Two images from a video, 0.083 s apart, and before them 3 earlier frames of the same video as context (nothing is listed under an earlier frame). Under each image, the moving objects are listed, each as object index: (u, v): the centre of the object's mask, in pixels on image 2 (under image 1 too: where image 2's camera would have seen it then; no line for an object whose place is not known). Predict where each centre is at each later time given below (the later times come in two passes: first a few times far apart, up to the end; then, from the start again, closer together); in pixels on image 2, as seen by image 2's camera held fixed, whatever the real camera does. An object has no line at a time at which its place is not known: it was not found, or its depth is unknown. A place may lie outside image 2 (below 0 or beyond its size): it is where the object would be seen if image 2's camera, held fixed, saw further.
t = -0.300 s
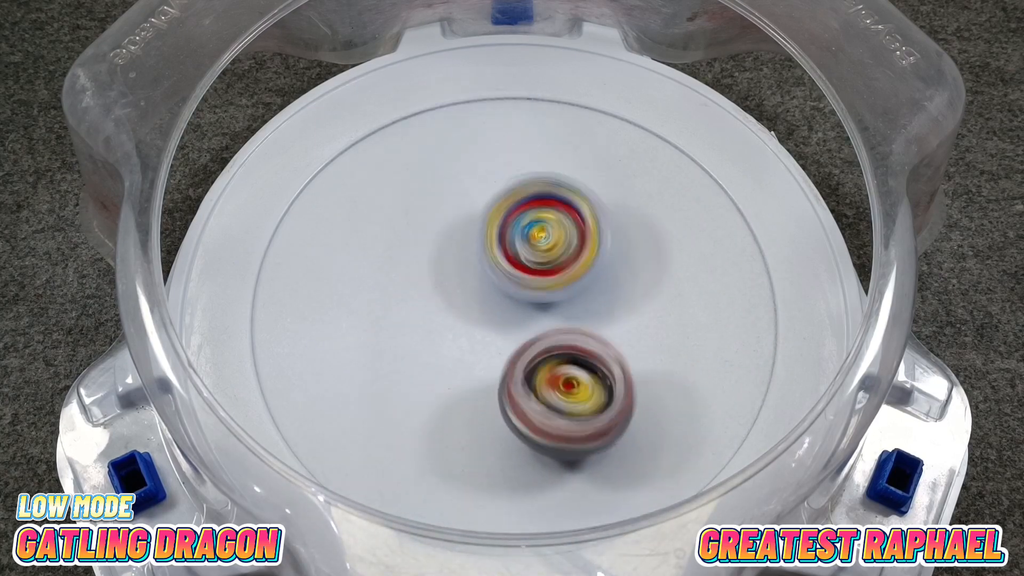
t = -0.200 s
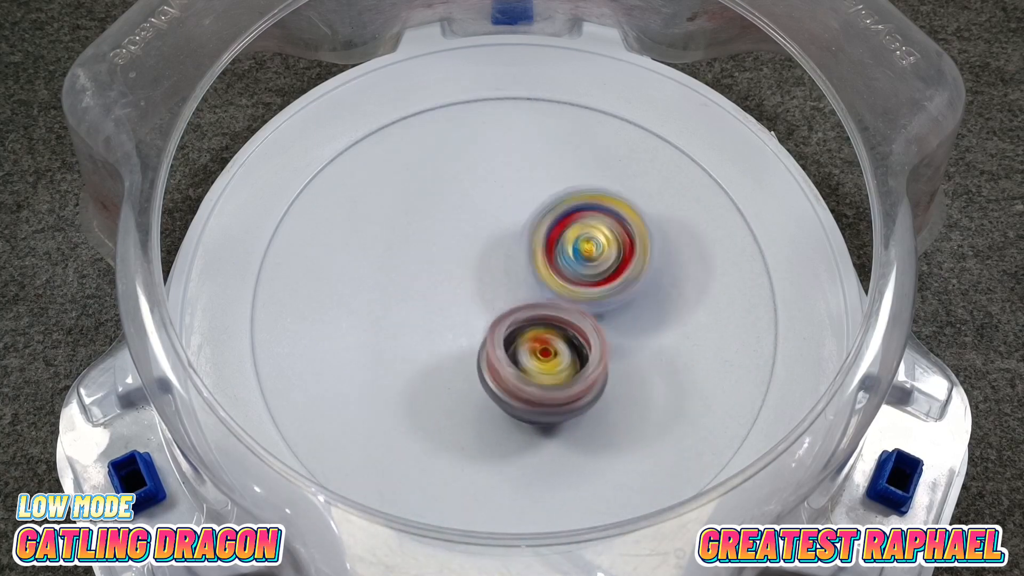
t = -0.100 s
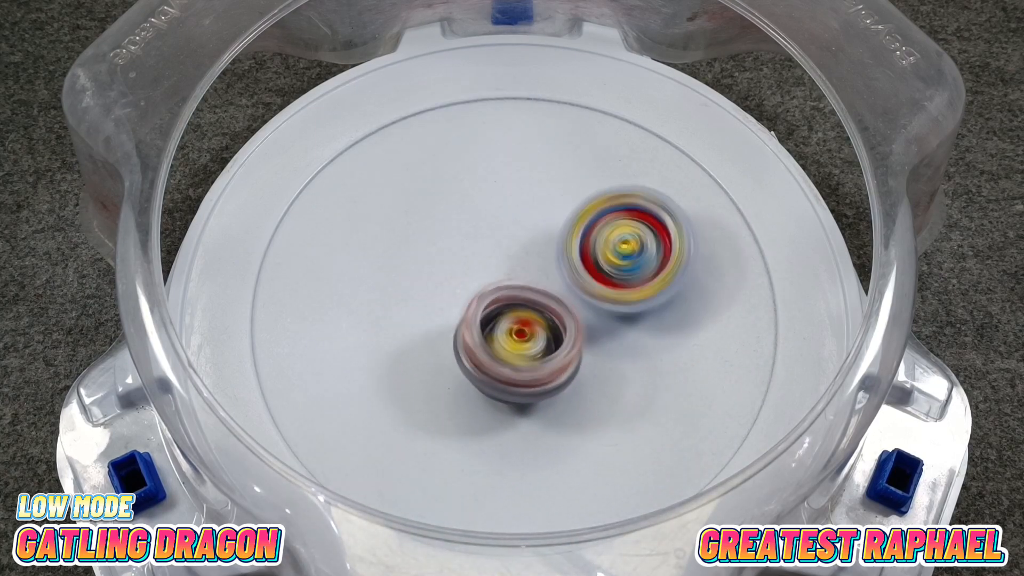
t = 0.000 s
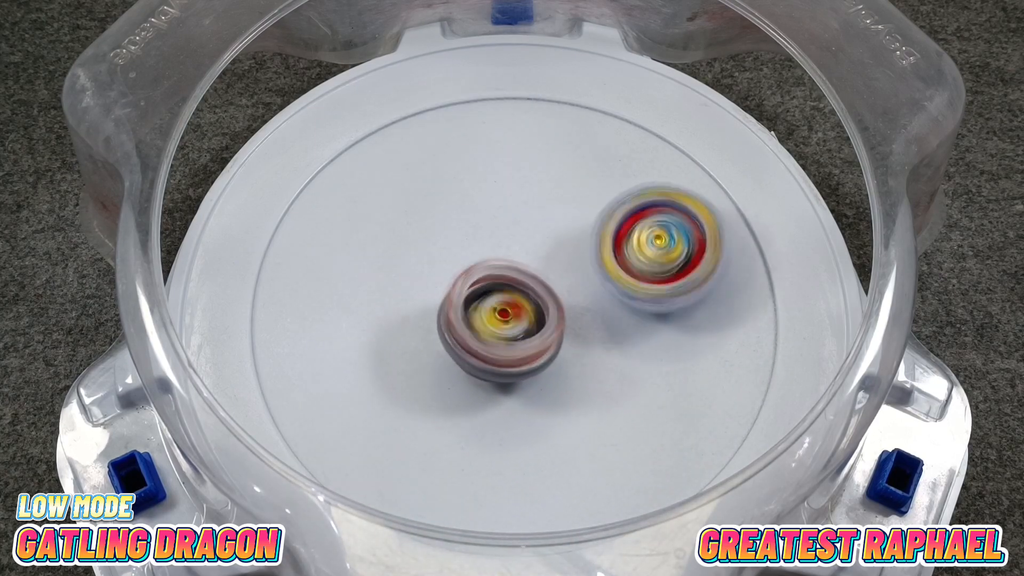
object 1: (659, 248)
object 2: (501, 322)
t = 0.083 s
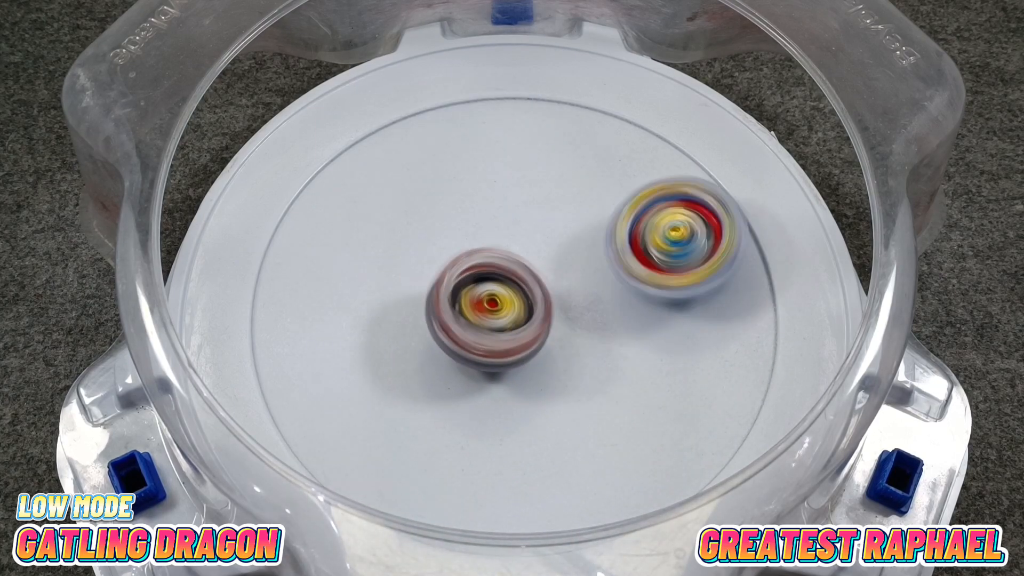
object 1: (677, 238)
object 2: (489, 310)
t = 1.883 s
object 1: (415, 302)
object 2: (567, 292)
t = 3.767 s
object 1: (607, 405)
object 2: (480, 256)
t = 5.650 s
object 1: (558, 349)
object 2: (454, 260)
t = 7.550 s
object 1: (472, 287)
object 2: (383, 161)
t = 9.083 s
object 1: (548, 315)
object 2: (362, 408)
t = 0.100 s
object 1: (680, 236)
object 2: (487, 307)
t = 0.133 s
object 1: (679, 234)
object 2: (483, 304)
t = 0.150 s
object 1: (677, 236)
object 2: (481, 302)
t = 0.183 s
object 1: (672, 236)
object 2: (478, 298)
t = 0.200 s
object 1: (667, 234)
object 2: (478, 296)
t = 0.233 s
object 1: (655, 238)
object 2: (476, 293)
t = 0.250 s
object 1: (651, 240)
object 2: (475, 292)
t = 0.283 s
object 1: (638, 246)
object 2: (474, 289)
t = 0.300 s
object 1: (629, 252)
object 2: (474, 288)
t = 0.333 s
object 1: (618, 263)
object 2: (474, 285)
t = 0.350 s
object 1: (611, 266)
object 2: (473, 284)
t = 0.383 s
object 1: (607, 279)
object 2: (465, 280)
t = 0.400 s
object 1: (619, 286)
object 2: (445, 276)
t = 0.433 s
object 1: (633, 300)
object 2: (409, 266)
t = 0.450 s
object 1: (639, 305)
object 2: (396, 261)
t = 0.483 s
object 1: (651, 315)
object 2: (375, 255)
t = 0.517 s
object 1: (663, 321)
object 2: (364, 251)
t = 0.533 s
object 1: (667, 324)
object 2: (361, 251)
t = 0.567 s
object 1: (679, 334)
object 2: (359, 252)
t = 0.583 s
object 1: (685, 336)
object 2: (360, 255)
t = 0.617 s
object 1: (693, 341)
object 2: (363, 258)
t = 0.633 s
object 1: (701, 345)
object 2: (366, 260)
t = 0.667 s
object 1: (708, 349)
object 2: (370, 263)
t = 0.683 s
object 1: (712, 351)
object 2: (374, 265)
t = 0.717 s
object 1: (715, 352)
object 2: (382, 269)
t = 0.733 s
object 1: (713, 352)
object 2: (386, 271)
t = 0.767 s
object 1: (712, 353)
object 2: (396, 274)
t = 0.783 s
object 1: (710, 349)
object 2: (402, 276)
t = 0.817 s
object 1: (703, 348)
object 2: (414, 279)
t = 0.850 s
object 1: (689, 349)
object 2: (427, 281)
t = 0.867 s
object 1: (682, 346)
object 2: (433, 283)
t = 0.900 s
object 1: (664, 345)
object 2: (445, 284)
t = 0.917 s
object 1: (654, 346)
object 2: (451, 284)
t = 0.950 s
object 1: (638, 346)
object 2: (461, 285)
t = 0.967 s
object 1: (632, 346)
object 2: (467, 285)
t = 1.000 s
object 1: (611, 348)
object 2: (477, 285)
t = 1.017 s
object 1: (603, 351)
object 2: (481, 285)
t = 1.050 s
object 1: (600, 362)
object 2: (479, 269)
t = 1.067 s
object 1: (596, 371)
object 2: (475, 259)
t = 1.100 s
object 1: (590, 384)
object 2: (470, 241)
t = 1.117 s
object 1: (586, 388)
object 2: (470, 233)
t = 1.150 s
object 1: (578, 399)
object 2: (471, 225)
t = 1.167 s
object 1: (576, 402)
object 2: (474, 222)
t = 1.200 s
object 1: (570, 411)
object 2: (479, 221)
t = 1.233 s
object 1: (565, 421)
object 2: (484, 222)
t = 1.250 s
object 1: (562, 421)
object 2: (487, 222)
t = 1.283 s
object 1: (555, 428)
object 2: (492, 222)
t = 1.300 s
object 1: (554, 430)
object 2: (494, 224)
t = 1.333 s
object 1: (547, 431)
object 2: (500, 226)
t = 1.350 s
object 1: (544, 433)
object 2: (501, 226)
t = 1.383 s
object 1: (537, 431)
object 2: (506, 229)
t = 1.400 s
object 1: (533, 431)
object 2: (510, 229)
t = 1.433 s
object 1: (528, 426)
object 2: (514, 231)
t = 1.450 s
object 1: (524, 423)
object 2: (518, 233)
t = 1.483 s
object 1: (515, 415)
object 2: (523, 236)
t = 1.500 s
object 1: (513, 411)
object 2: (525, 238)
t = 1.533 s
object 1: (501, 401)
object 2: (530, 242)
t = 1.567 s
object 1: (492, 392)
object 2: (535, 245)
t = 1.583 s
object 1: (487, 387)
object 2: (537, 246)
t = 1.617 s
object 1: (478, 378)
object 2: (542, 251)
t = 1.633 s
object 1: (474, 374)
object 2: (545, 253)
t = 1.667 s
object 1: (463, 364)
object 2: (550, 257)
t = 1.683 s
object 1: (460, 359)
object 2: (552, 260)
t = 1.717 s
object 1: (452, 349)
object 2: (556, 265)
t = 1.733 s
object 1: (449, 345)
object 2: (557, 266)
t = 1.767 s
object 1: (441, 334)
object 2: (561, 274)
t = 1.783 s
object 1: (438, 331)
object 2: (563, 276)
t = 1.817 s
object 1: (430, 320)
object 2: (564, 280)
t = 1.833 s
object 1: (426, 318)
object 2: (566, 284)
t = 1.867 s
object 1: (421, 306)
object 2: (567, 289)
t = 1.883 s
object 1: (415, 302)
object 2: (567, 292)
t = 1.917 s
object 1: (411, 292)
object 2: (569, 296)
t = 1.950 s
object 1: (403, 281)
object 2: (570, 301)
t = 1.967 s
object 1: (402, 278)
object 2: (569, 302)
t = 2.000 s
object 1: (395, 268)
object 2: (570, 308)
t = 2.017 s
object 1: (392, 266)
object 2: (571, 310)
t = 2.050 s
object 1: (390, 256)
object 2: (569, 312)
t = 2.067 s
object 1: (385, 253)
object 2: (568, 314)
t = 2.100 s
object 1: (387, 246)
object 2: (567, 318)
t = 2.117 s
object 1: (383, 242)
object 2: (566, 321)
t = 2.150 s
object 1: (385, 239)
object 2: (564, 322)
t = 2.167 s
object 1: (385, 236)
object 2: (562, 322)
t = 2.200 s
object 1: (389, 234)
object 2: (559, 327)
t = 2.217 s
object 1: (390, 231)
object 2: (558, 329)
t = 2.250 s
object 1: (395, 232)
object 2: (554, 331)
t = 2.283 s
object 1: (405, 229)
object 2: (548, 332)
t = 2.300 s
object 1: (409, 229)
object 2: (547, 334)
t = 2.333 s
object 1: (424, 227)
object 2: (543, 337)
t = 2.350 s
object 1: (428, 226)
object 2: (540, 337)
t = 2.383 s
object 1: (443, 223)
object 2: (535, 336)
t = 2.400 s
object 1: (447, 222)
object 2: (532, 337)
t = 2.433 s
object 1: (461, 221)
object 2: (527, 337)
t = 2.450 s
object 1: (467, 220)
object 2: (525, 336)
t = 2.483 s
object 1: (478, 218)
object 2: (518, 334)
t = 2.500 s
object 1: (484, 216)
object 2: (516, 334)
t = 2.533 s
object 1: (497, 215)
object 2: (512, 333)
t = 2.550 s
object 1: (502, 213)
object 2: (508, 332)
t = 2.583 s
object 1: (516, 211)
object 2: (503, 330)
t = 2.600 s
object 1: (520, 210)
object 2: (500, 329)
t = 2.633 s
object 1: (532, 209)
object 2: (496, 328)
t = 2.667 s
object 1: (546, 209)
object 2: (491, 323)
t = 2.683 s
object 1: (548, 207)
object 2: (489, 321)
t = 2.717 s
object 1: (561, 206)
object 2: (484, 319)
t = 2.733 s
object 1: (566, 206)
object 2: (485, 316)
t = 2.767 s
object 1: (578, 206)
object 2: (480, 311)
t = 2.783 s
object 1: (583, 204)
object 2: (479, 310)
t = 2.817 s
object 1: (592, 206)
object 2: (477, 307)
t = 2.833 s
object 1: (598, 203)
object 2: (475, 303)
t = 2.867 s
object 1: (607, 205)
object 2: (474, 298)
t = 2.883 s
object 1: (612, 203)
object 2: (473, 296)
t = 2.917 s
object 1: (617, 206)
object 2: (472, 291)
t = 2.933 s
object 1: (621, 205)
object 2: (473, 288)
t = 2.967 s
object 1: (625, 207)
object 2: (472, 284)
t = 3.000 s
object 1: (632, 210)
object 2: (473, 281)
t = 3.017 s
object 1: (629, 214)
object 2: (474, 278)
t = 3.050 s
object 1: (631, 217)
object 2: (475, 275)
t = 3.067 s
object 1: (628, 219)
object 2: (475, 275)
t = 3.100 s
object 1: (629, 226)
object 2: (476, 270)
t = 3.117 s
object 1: (625, 232)
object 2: (477, 268)
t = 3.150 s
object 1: (625, 241)
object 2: (479, 264)
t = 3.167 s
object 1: (621, 247)
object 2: (480, 262)
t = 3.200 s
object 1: (620, 258)
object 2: (485, 259)
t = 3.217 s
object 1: (618, 264)
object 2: (486, 255)
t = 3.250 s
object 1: (636, 281)
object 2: (463, 244)
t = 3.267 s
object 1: (641, 288)
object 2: (456, 237)
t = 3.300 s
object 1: (648, 297)
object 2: (445, 231)
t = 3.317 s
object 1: (648, 300)
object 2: (441, 229)
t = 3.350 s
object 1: (655, 307)
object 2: (438, 225)
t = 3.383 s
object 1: (659, 317)
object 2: (436, 225)
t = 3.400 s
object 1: (659, 321)
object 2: (435, 224)
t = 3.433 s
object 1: (664, 330)
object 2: (435, 225)
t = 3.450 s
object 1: (664, 335)
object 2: (435, 226)
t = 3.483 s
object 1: (664, 344)
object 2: (436, 228)
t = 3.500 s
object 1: (665, 349)
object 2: (438, 229)
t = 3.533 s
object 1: (661, 360)
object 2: (439, 233)
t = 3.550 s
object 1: (661, 363)
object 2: (442, 234)
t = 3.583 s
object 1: (656, 373)
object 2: (446, 237)
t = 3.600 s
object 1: (653, 376)
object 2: (449, 239)
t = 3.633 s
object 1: (649, 385)
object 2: (454, 241)
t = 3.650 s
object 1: (644, 388)
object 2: (458, 244)
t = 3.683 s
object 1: (637, 394)
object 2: (464, 247)
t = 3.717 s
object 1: (624, 399)
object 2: (470, 251)
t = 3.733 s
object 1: (621, 401)
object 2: (474, 253)
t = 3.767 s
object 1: (607, 405)
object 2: (480, 256)
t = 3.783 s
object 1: (603, 406)
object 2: (485, 259)
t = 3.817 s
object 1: (591, 408)
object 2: (492, 262)
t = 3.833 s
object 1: (583, 408)
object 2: (495, 263)
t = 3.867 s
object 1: (574, 407)
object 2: (504, 266)
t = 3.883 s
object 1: (567, 406)
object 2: (506, 268)
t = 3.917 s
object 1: (555, 404)
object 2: (514, 270)
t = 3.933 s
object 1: (549, 401)
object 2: (517, 271)
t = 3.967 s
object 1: (540, 398)
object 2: (523, 274)
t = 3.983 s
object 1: (534, 394)
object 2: (526, 274)
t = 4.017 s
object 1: (520, 397)
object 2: (535, 268)
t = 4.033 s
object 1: (514, 396)
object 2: (538, 265)
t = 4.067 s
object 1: (504, 393)
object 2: (547, 263)
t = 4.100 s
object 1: (492, 391)
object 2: (552, 261)
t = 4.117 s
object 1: (486, 387)
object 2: (555, 264)
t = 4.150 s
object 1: (479, 383)
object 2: (557, 266)
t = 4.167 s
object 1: (474, 380)
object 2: (561, 270)
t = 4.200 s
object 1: (466, 373)
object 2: (563, 274)
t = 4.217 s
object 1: (463, 370)
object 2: (565, 277)
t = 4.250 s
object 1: (458, 363)
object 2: (568, 282)
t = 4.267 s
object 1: (456, 358)
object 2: (568, 284)
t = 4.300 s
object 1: (453, 350)
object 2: (570, 288)
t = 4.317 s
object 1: (449, 346)
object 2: (571, 291)
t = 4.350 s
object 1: (448, 336)
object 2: (573, 294)
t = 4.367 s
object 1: (446, 333)
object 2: (573, 299)
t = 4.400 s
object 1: (445, 323)
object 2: (576, 303)
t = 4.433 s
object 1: (443, 314)
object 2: (577, 308)
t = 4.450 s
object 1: (444, 309)
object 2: (578, 309)
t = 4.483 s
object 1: (445, 303)
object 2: (579, 314)
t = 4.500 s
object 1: (446, 297)
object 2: (579, 316)
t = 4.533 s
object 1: (448, 289)
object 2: (579, 321)
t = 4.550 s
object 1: (449, 284)
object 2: (579, 323)
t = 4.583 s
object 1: (455, 276)
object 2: (578, 326)
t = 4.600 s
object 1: (455, 273)
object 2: (577, 329)
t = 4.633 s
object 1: (463, 264)
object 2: (576, 331)
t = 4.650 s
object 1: (464, 262)
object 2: (573, 333)
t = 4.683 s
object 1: (469, 255)
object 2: (571, 334)
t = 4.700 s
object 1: (475, 252)
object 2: (567, 336)
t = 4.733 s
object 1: (481, 247)
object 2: (564, 336)
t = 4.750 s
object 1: (487, 243)
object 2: (561, 338)
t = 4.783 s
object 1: (494, 240)
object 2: (557, 337)
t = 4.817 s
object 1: (504, 236)
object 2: (553, 338)
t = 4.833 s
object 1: (507, 232)
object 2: (550, 337)
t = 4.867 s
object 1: (519, 230)
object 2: (543, 340)
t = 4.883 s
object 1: (522, 229)
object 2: (539, 344)
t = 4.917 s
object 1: (531, 228)
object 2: (534, 348)
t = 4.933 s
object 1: (538, 230)
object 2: (530, 349)
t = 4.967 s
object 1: (546, 231)
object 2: (525, 349)
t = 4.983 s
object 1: (550, 230)
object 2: (523, 350)
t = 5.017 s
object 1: (558, 234)
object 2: (518, 350)
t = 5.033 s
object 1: (561, 235)
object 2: (516, 351)
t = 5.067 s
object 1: (571, 240)
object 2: (511, 349)
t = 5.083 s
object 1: (574, 243)
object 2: (508, 350)
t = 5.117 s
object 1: (580, 250)
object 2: (504, 346)
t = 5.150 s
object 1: (586, 254)
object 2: (499, 342)
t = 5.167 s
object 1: (591, 256)
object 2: (499, 342)
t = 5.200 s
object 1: (595, 262)
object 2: (495, 339)
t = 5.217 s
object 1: (596, 267)
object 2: (494, 338)
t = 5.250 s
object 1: (600, 275)
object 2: (490, 334)
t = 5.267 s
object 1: (600, 280)
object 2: (488, 332)
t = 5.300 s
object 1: (602, 288)
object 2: (482, 326)
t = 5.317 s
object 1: (603, 291)
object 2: (481, 324)
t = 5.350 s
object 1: (603, 298)
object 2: (477, 319)
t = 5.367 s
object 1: (601, 303)
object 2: (474, 317)
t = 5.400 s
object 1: (599, 311)
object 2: (469, 309)
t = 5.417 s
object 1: (599, 315)
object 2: (468, 307)
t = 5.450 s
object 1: (593, 322)
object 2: (465, 300)
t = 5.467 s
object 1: (592, 323)
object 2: (465, 299)
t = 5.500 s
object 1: (589, 329)
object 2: (464, 292)
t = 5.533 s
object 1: (588, 336)
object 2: (458, 283)
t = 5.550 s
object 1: (584, 340)
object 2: (458, 278)
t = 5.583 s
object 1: (573, 345)
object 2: (456, 272)
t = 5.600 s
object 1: (572, 346)
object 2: (456, 268)
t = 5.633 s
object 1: (564, 347)
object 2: (456, 263)
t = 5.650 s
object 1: (558, 349)
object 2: (454, 260)
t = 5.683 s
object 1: (549, 349)
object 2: (456, 254)
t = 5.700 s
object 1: (548, 349)
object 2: (456, 252)
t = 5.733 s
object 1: (540, 348)
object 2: (459, 247)
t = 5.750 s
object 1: (533, 348)
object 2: (459, 245)
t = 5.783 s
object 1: (526, 345)
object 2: (464, 240)
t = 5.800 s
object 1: (524, 346)
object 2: (465, 236)
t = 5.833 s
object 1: (518, 348)
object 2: (470, 225)
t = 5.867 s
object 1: (510, 344)
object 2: (478, 215)
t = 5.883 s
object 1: (505, 341)
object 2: (481, 213)
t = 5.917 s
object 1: (502, 336)
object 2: (489, 207)
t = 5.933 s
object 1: (504, 335)
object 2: (494, 204)
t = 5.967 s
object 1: (500, 331)
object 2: (503, 199)
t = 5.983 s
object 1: (497, 327)
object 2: (507, 197)
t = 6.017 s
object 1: (495, 322)
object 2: (516, 195)
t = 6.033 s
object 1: (496, 318)
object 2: (521, 195)
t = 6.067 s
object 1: (498, 313)
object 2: (531, 195)
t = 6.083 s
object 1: (496, 311)
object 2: (536, 195)
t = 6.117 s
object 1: (496, 305)
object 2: (546, 197)
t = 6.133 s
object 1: (490, 306)
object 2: (557, 192)
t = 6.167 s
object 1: (478, 308)
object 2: (579, 183)
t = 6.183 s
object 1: (473, 309)
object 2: (588, 181)
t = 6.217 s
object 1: (472, 303)
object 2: (603, 182)
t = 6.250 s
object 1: (476, 297)
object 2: (614, 183)
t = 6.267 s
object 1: (477, 293)
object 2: (620, 183)
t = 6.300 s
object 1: (483, 288)
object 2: (630, 187)
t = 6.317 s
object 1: (487, 286)
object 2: (636, 191)
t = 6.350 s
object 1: (491, 281)
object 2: (643, 198)
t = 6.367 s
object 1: (493, 279)
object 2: (646, 200)
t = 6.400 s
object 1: (501, 275)
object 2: (653, 208)
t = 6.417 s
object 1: (504, 273)
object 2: (652, 214)
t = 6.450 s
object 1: (511, 271)
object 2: (656, 222)
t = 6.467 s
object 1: (514, 270)
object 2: (658, 228)
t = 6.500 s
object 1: (522, 267)
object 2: (653, 239)
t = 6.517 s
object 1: (526, 267)
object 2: (656, 247)
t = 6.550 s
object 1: (515, 254)
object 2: (667, 269)
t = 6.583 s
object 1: (503, 243)
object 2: (687, 293)
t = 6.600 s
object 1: (495, 240)
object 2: (696, 310)
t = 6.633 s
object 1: (486, 229)
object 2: (695, 334)
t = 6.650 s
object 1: (485, 226)
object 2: (691, 346)
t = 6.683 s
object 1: (488, 225)
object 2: (686, 371)
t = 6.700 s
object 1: (487, 228)
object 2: (684, 384)
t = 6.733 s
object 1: (482, 227)
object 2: (670, 407)
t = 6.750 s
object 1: (478, 225)
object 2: (665, 418)
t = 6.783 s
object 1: (478, 219)
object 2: (651, 435)
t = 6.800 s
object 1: (476, 218)
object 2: (641, 444)
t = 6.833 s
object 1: (476, 216)
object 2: (623, 456)
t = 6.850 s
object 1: (475, 214)
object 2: (612, 457)
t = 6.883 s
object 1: (477, 214)
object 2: (593, 465)
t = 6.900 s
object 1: (475, 213)
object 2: (583, 466)
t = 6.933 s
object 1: (477, 215)
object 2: (565, 468)
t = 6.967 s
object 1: (479, 218)
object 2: (544, 474)
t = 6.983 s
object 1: (478, 219)
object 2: (533, 467)
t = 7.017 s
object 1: (483, 221)
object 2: (513, 463)
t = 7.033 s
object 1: (485, 224)
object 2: (501, 458)
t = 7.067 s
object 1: (490, 233)
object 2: (477, 446)
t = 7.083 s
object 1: (489, 236)
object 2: (467, 439)
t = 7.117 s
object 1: (488, 240)
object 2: (445, 423)
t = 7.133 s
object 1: (489, 239)
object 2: (434, 414)
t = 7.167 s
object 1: (491, 243)
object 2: (414, 392)
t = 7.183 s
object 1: (493, 245)
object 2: (402, 381)
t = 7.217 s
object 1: (494, 254)
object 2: (388, 357)
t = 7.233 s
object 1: (493, 256)
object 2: (378, 347)
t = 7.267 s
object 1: (491, 262)
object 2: (368, 318)
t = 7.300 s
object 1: (489, 265)
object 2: (357, 297)
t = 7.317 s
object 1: (487, 266)
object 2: (354, 281)
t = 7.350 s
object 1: (489, 268)
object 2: (348, 259)
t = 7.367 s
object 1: (488, 270)
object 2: (346, 245)
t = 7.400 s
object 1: (487, 275)
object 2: (347, 225)
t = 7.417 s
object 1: (485, 277)
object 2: (350, 214)
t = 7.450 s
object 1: (481, 282)
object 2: (350, 196)
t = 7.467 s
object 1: (478, 283)
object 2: (355, 188)
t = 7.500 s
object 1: (474, 285)
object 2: (364, 177)
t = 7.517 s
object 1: (474, 285)
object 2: (370, 172)
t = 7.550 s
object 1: (472, 287)
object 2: (383, 161)
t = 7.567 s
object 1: (471, 288)
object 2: (390, 158)
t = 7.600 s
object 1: (463, 291)
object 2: (408, 145)
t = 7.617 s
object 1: (462, 291)
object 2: (418, 146)
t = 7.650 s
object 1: (453, 292)
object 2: (438, 144)
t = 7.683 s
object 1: (449, 292)
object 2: (460, 138)
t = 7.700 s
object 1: (446, 292)
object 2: (472, 137)
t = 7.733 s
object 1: (442, 294)
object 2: (496, 143)
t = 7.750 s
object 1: (438, 294)
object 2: (507, 143)
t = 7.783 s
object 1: (430, 293)
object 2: (534, 143)
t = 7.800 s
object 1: (427, 292)
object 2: (547, 146)
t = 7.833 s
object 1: (424, 293)
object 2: (571, 153)
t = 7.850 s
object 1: (421, 292)
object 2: (584, 157)
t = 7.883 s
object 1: (421, 292)
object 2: (608, 168)
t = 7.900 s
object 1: (421, 293)
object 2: (620, 172)
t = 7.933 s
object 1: (422, 292)
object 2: (643, 184)
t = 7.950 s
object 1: (424, 293)
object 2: (652, 190)
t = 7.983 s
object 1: (426, 294)
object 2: (669, 207)
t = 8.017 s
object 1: (434, 293)
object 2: (684, 221)
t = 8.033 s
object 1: (438, 294)
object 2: (691, 228)
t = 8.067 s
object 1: (445, 295)
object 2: (702, 249)
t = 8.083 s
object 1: (446, 296)
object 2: (708, 259)
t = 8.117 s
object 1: (452, 297)
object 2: (712, 283)
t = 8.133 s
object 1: (453, 297)
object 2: (715, 293)
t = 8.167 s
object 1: (460, 297)
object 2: (715, 311)
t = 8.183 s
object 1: (464, 298)
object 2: (717, 323)
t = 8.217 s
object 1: (471, 302)
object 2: (714, 345)
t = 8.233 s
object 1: (472, 303)
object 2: (707, 353)
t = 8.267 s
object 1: (475, 306)
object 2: (702, 377)
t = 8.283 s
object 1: (476, 306)
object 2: (695, 383)
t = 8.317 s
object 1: (479, 308)
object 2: (680, 400)
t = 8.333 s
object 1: (482, 308)
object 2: (673, 411)
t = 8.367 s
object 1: (487, 312)
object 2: (652, 419)
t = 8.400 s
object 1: (492, 316)
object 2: (632, 438)
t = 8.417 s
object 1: (492, 319)
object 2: (617, 436)
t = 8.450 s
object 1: (494, 322)
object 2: (594, 441)
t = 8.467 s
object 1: (494, 324)
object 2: (581, 450)
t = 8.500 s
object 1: (497, 326)
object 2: (552, 443)
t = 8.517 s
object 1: (497, 327)
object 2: (539, 443)
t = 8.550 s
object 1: (503, 324)
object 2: (509, 447)
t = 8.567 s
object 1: (511, 321)
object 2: (485, 449)
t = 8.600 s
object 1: (526, 319)
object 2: (438, 460)
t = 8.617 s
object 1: (528, 319)
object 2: (419, 463)
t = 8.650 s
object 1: (533, 312)
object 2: (382, 457)
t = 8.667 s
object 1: (537, 310)
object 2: (368, 454)
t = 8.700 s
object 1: (543, 309)
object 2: (337, 456)
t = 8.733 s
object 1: (548, 311)
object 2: (321, 459)
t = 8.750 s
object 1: (548, 312)
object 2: (315, 462)
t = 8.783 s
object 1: (549, 312)
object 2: (308, 463)
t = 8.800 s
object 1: (549, 314)
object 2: (305, 461)
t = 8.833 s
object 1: (548, 313)
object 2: (306, 458)
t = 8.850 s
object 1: (547, 313)
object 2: (308, 457)
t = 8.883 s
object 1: (546, 308)
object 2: (317, 455)
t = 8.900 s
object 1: (547, 307)
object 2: (324, 454)
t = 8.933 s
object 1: (551, 305)
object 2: (344, 444)
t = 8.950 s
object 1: (555, 305)
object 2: (348, 443)
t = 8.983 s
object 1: (556, 312)
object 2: (353, 440)
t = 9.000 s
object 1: (554, 316)
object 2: (353, 437)
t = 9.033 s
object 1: (550, 319)
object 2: (349, 428)
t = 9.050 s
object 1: (548, 318)
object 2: (351, 423)
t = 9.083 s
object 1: (548, 315)
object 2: (362, 408)
